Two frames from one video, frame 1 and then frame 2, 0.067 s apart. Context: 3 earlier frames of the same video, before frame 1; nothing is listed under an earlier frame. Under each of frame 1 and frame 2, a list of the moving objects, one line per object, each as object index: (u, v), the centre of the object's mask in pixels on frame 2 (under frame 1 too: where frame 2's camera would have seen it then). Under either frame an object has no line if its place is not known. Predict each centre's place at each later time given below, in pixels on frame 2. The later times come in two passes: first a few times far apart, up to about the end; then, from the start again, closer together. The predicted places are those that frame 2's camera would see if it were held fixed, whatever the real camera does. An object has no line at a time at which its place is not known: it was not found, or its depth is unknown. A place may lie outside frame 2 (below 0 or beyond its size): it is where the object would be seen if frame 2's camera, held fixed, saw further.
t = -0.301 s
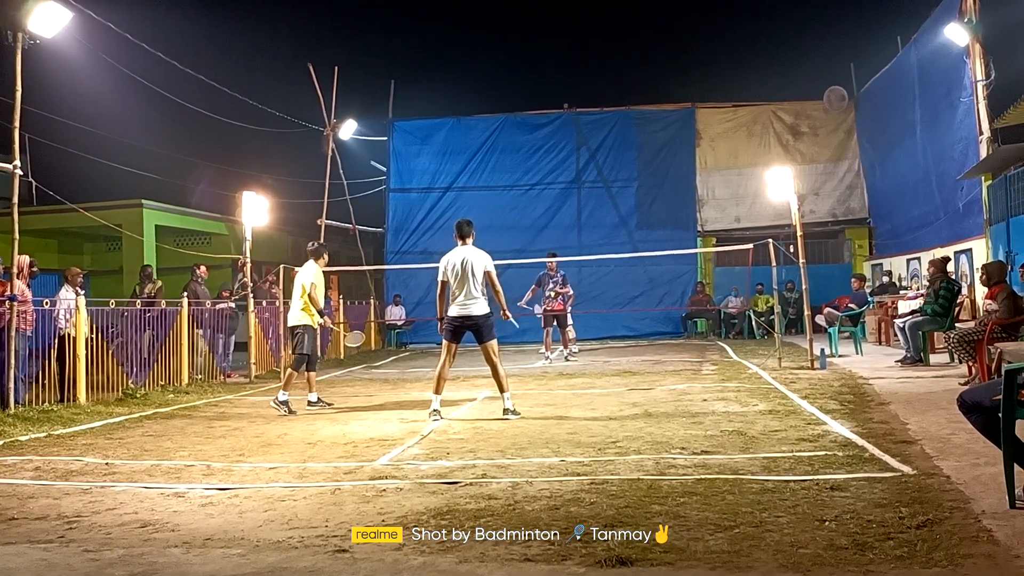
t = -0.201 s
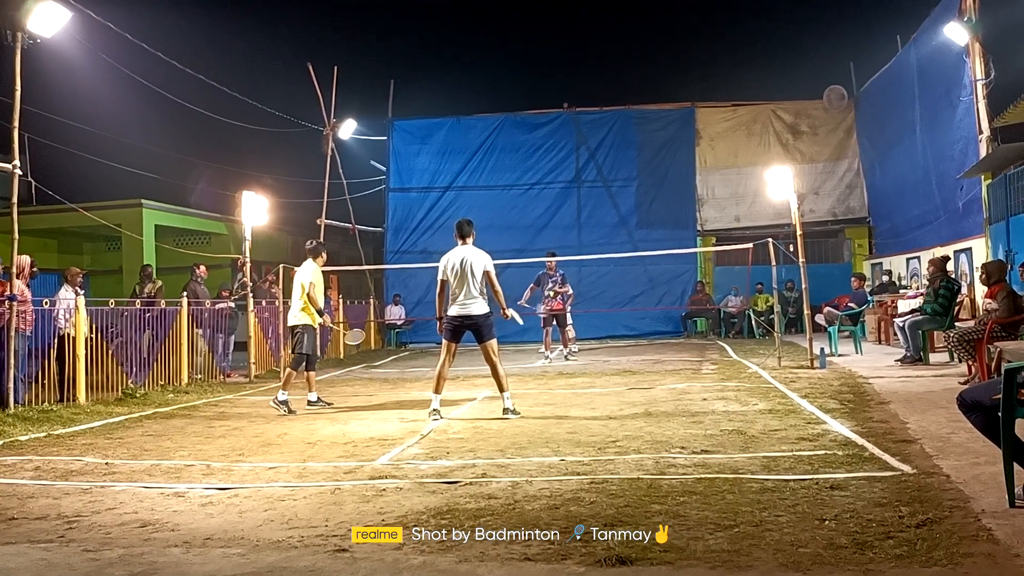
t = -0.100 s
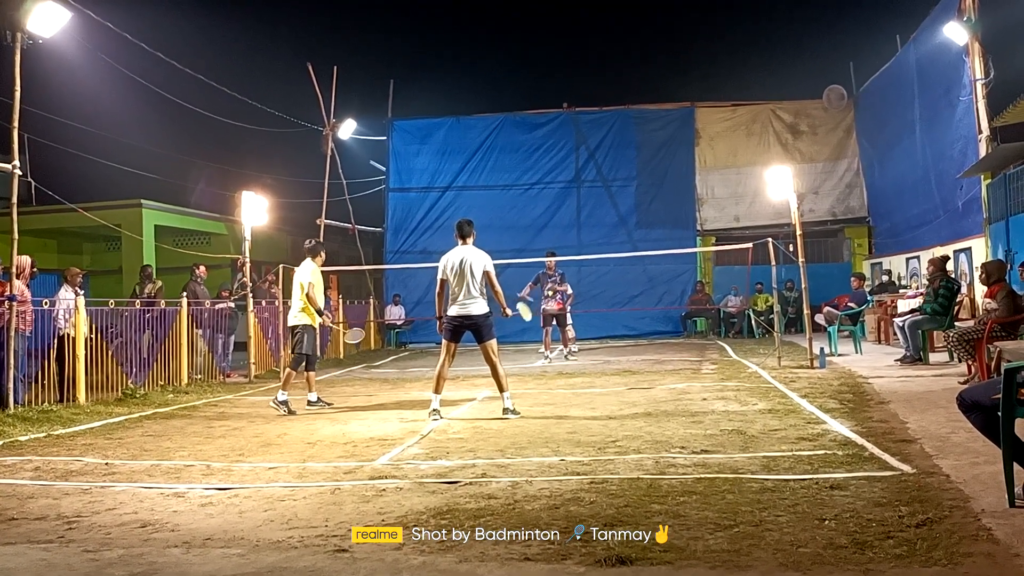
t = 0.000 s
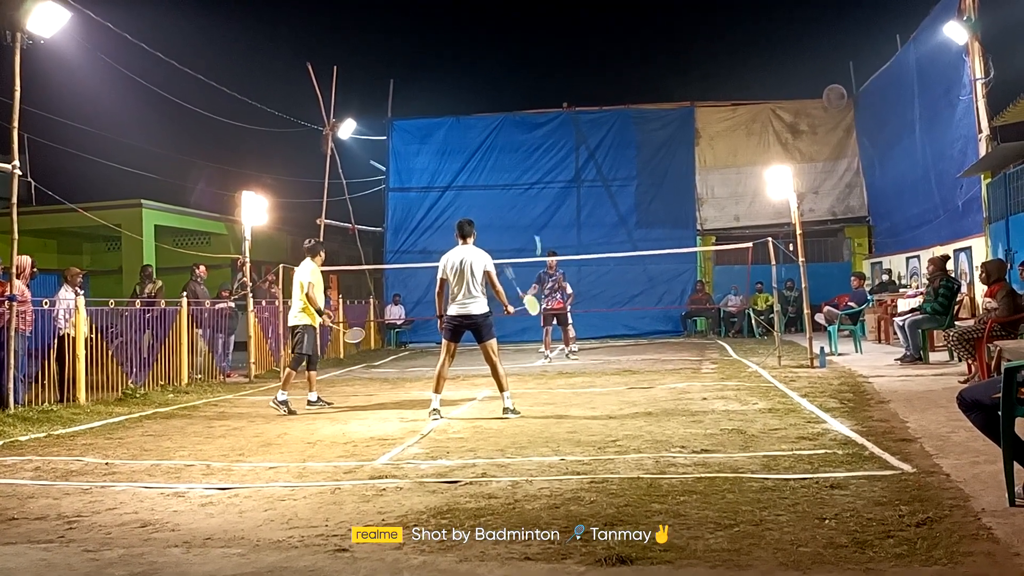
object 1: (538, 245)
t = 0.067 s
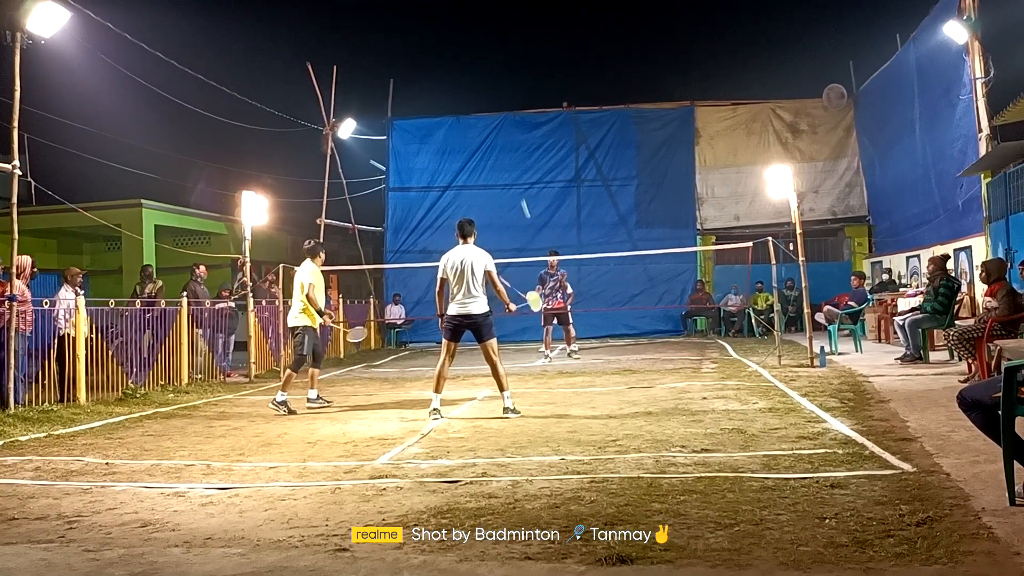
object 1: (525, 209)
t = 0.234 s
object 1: (500, 138)
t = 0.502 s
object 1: (464, 82)
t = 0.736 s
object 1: (433, 88)
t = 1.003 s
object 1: (400, 170)
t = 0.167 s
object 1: (509, 163)
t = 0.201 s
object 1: (505, 149)
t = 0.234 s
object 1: (500, 138)
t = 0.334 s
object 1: (486, 109)
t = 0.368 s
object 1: (481, 102)
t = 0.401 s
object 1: (477, 95)
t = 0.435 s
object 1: (473, 89)
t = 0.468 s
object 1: (468, 85)
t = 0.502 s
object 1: (464, 82)
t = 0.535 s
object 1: (459, 79)
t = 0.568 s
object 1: (455, 78)
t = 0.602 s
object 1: (451, 78)
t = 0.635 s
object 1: (446, 78)
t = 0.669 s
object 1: (442, 81)
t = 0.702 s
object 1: (437, 84)
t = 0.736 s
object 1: (433, 88)
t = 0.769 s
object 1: (429, 94)
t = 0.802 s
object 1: (424, 101)
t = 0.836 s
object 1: (420, 110)
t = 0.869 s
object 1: (416, 119)
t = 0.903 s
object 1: (412, 130)
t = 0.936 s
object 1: (407, 142)
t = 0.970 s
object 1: (404, 155)
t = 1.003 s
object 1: (400, 170)
